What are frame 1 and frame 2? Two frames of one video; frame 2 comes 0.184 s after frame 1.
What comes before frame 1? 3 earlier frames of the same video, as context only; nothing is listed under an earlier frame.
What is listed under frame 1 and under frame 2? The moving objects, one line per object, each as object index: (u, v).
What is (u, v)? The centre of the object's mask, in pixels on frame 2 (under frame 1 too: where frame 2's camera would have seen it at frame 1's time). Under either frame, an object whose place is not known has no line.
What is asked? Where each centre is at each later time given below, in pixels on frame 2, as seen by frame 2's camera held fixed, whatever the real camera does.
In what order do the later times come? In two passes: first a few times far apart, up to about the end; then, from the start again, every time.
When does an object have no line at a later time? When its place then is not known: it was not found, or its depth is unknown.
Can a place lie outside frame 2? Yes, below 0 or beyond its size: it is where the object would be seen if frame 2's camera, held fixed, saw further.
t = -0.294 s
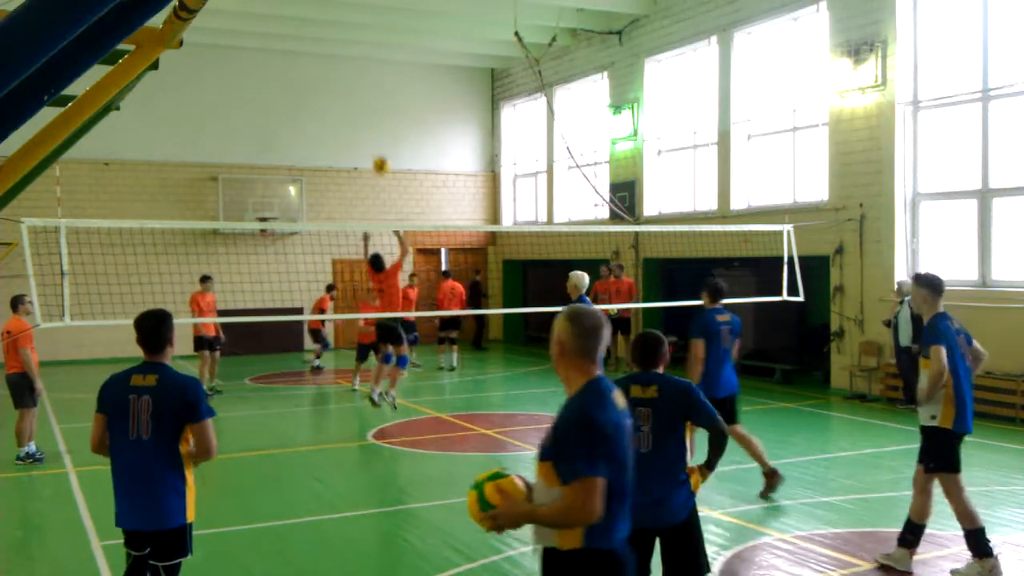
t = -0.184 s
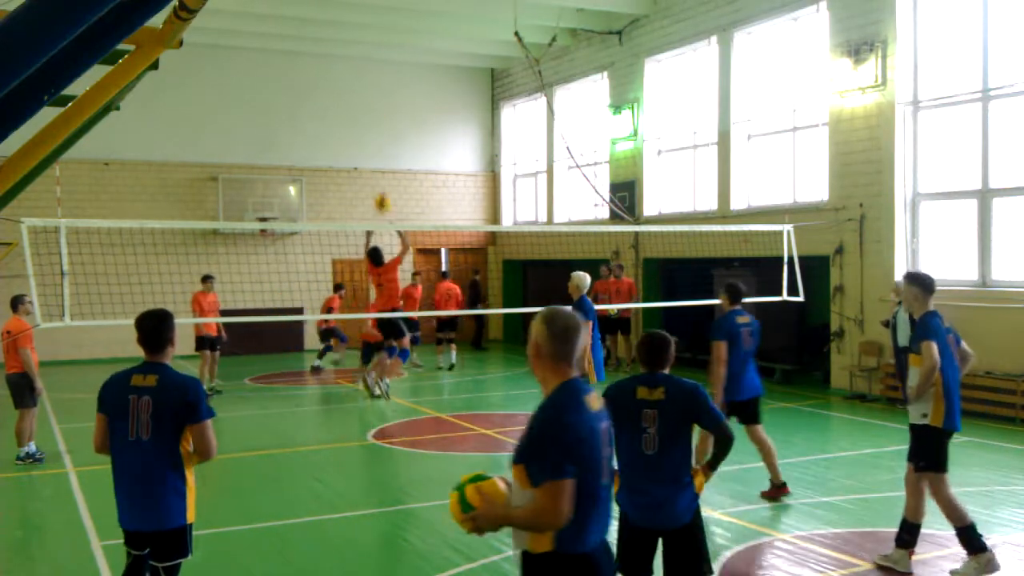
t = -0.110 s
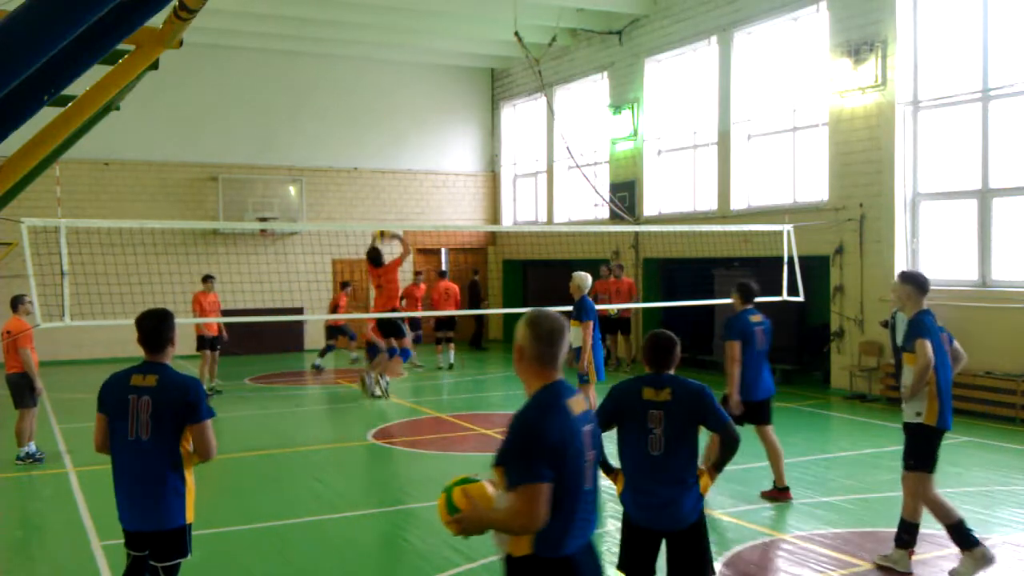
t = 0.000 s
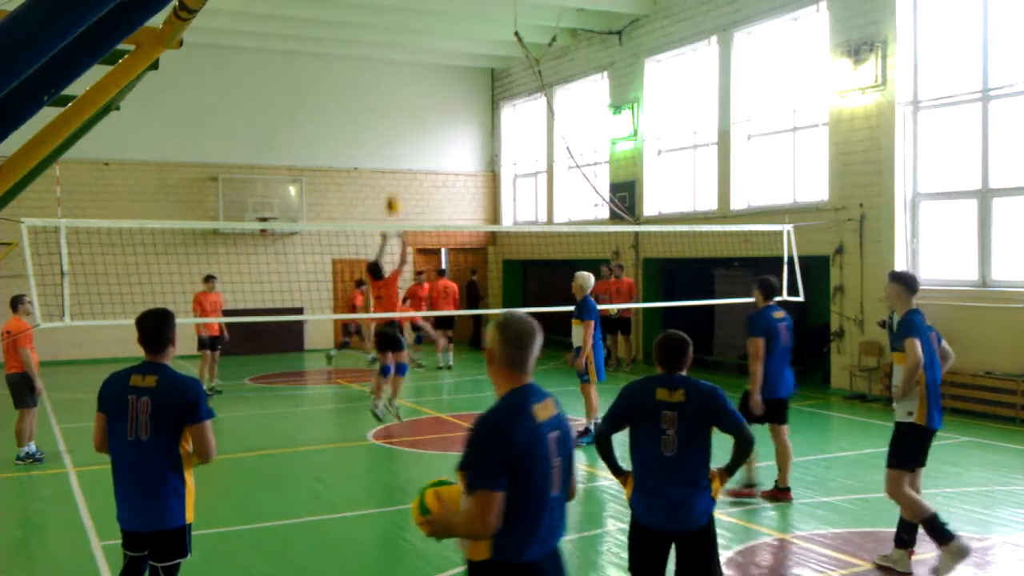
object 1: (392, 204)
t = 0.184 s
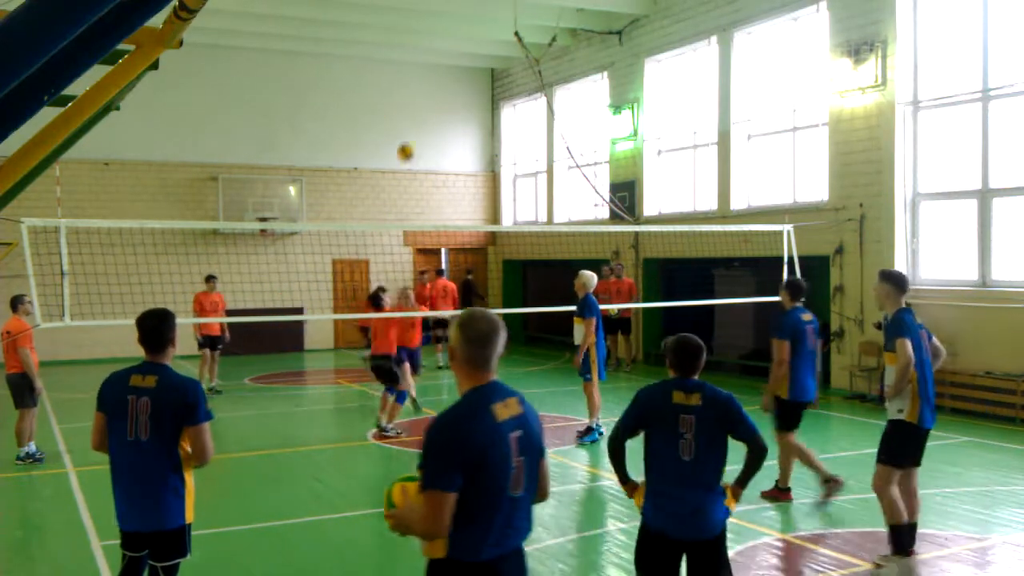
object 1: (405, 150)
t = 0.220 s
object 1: (408, 143)
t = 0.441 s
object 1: (424, 121)
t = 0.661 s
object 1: (441, 134)
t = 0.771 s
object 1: (449, 155)
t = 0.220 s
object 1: (408, 143)
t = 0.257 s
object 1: (411, 136)
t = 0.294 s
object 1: (413, 132)
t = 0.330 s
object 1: (416, 128)
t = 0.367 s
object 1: (419, 125)
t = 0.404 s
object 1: (422, 122)
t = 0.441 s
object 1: (424, 121)
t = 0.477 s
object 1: (427, 121)
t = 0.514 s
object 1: (430, 122)
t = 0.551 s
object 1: (433, 124)
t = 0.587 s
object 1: (435, 126)
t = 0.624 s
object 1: (438, 130)
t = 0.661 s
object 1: (441, 134)
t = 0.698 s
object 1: (443, 139)
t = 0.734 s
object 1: (446, 147)
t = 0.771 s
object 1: (449, 155)
